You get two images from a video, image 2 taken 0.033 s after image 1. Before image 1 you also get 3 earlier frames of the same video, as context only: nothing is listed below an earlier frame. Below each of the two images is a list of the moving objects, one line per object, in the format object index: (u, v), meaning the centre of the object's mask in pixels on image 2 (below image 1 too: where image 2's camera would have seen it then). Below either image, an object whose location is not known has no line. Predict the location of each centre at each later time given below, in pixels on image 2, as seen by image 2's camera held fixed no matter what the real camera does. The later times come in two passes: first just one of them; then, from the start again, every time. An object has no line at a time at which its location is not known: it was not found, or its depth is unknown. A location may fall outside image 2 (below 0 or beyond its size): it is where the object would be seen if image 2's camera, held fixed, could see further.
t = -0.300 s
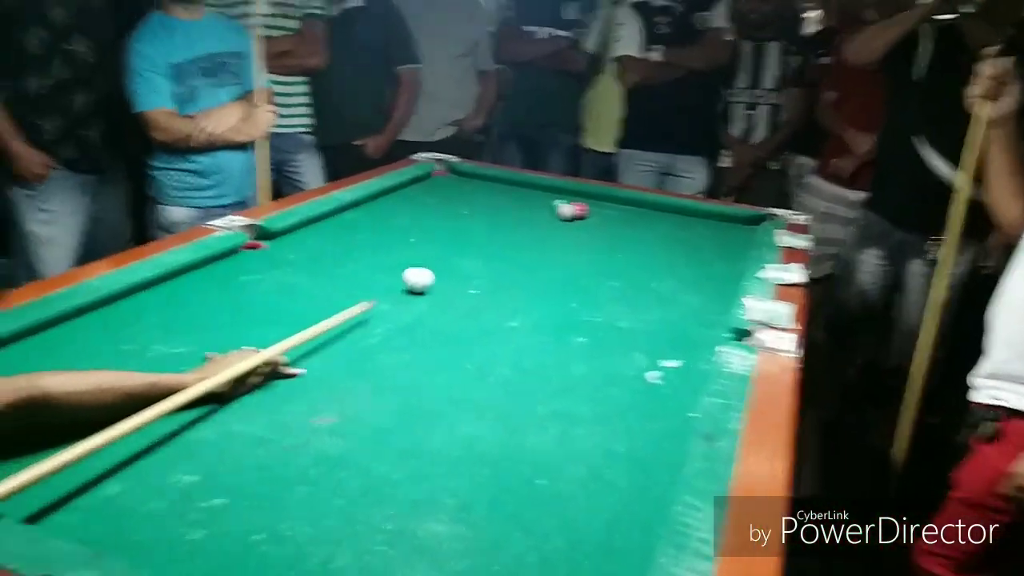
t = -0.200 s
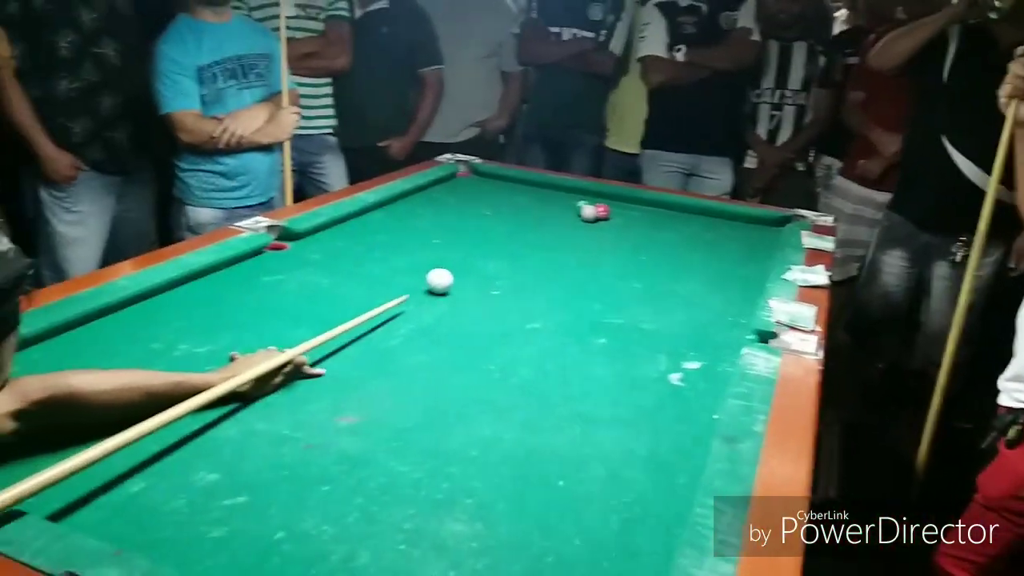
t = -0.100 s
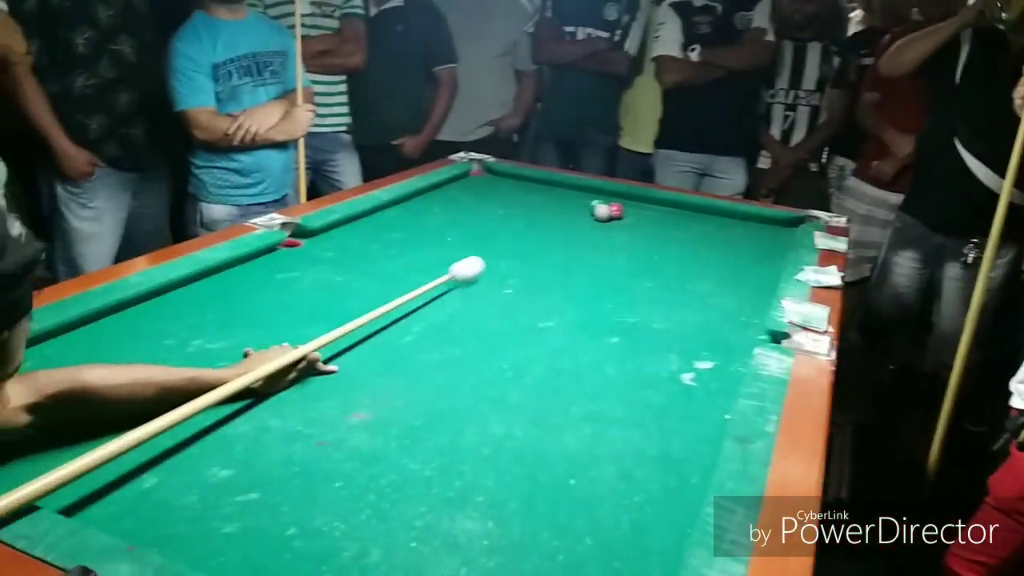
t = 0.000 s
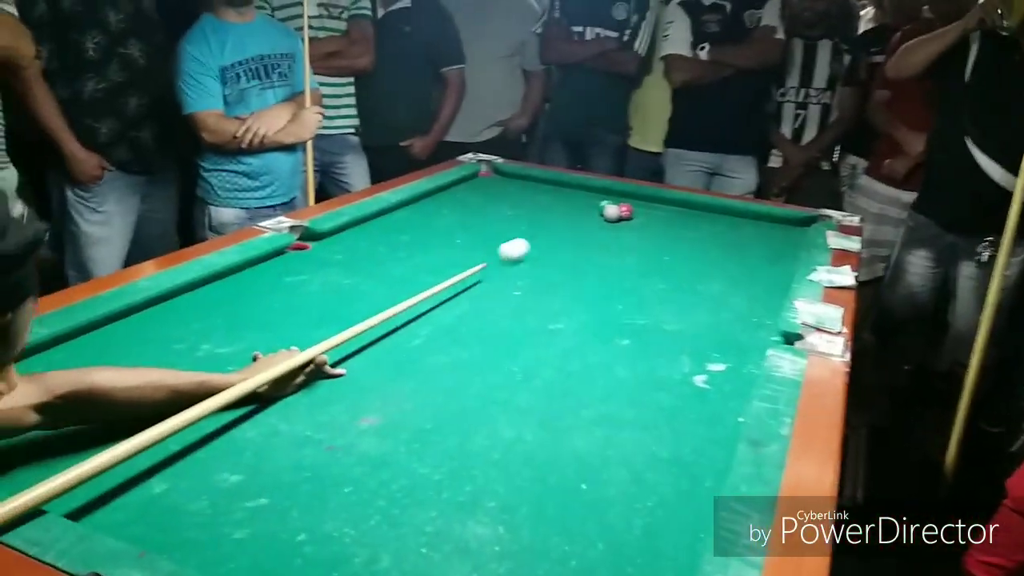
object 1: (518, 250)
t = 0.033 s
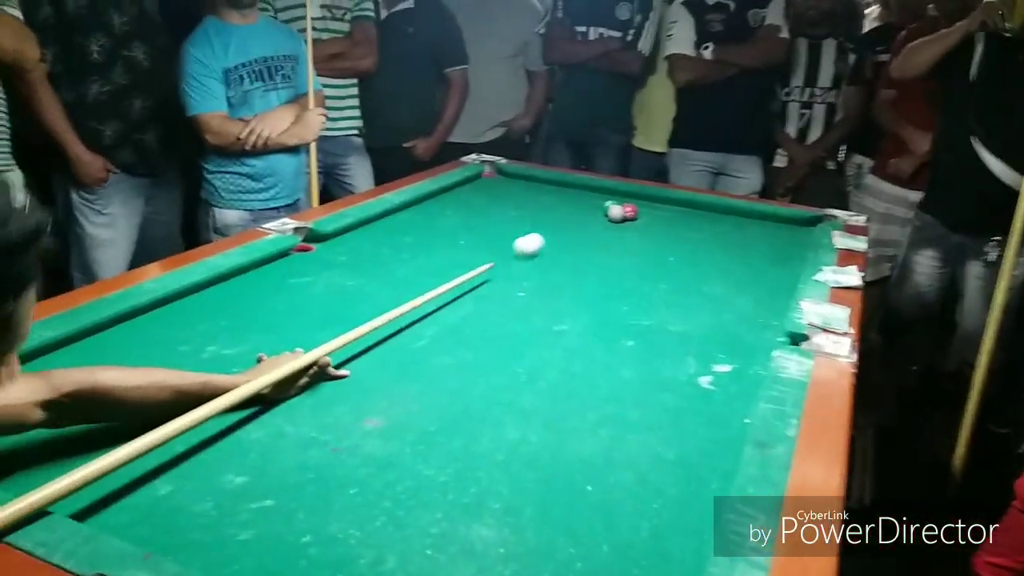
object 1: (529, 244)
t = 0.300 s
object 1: (593, 205)
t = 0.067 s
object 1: (538, 239)
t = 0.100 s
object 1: (548, 234)
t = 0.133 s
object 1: (557, 228)
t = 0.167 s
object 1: (565, 223)
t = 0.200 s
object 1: (574, 218)
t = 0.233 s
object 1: (582, 214)
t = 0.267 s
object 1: (589, 209)
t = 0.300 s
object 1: (593, 205)
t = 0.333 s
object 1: (591, 201)
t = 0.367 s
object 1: (590, 197)
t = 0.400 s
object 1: (590, 193)
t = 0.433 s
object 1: (589, 189)
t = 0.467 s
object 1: (588, 186)
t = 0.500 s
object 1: (582, 185)
